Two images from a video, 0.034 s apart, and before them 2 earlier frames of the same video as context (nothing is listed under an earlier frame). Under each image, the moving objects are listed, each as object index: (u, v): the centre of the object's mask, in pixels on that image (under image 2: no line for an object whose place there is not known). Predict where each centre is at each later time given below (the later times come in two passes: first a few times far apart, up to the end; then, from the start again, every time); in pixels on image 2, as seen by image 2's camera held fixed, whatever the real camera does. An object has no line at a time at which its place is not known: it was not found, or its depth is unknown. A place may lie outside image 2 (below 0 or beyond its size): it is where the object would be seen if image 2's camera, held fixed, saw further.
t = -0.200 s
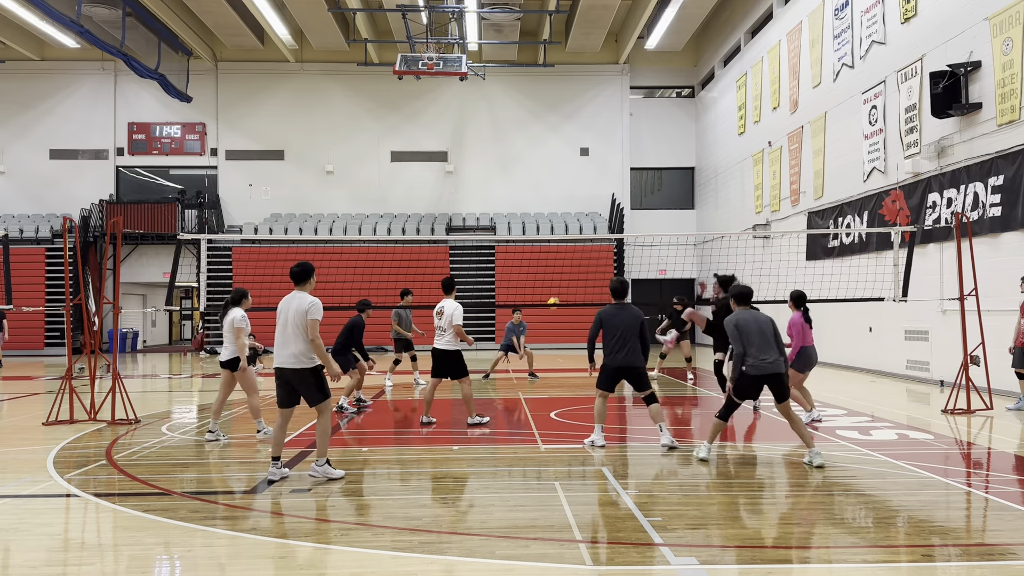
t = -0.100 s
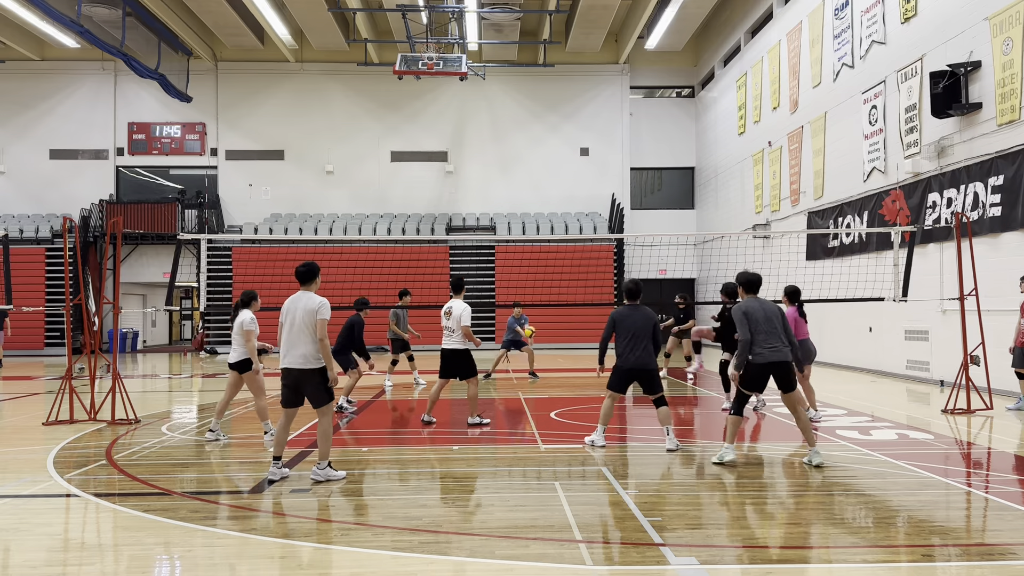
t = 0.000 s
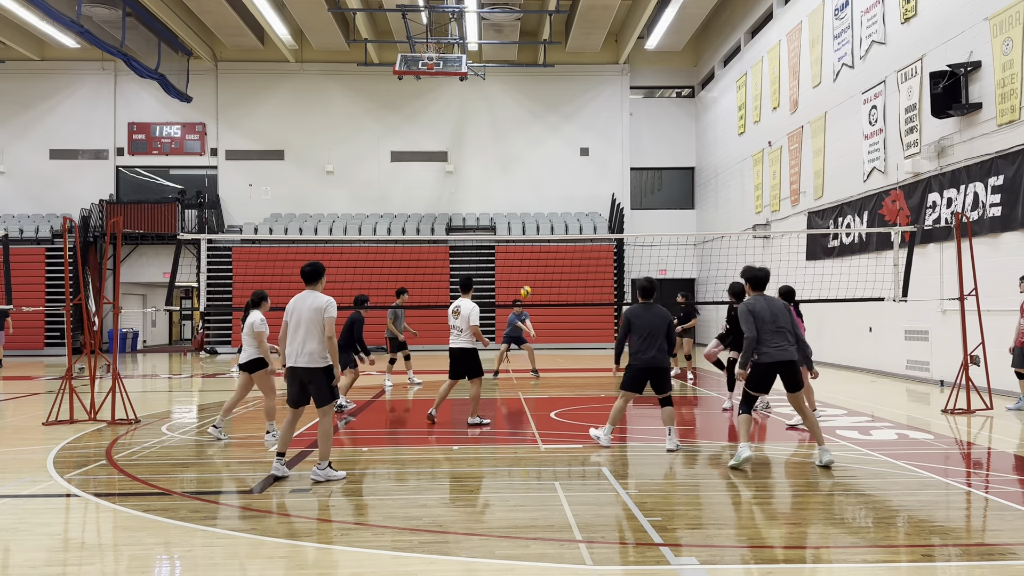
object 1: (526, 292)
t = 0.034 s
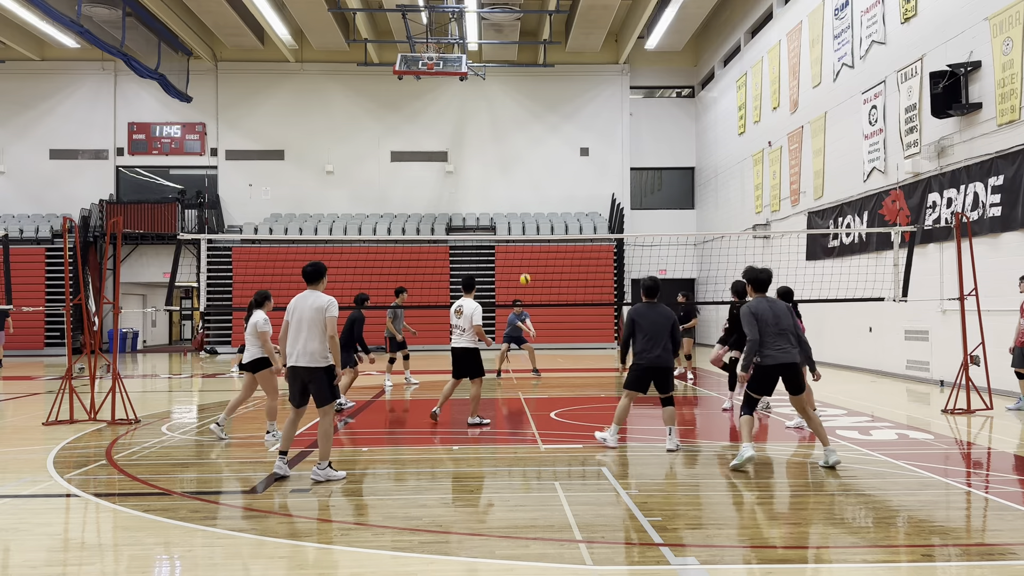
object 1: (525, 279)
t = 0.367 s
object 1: (511, 182)
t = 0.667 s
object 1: (498, 143)
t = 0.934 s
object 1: (486, 145)
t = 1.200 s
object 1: (475, 184)
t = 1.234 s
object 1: (474, 191)
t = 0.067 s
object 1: (523, 267)
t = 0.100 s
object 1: (522, 254)
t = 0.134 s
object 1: (521, 244)
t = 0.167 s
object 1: (520, 232)
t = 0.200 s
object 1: (518, 224)
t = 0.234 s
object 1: (517, 215)
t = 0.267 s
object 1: (515, 206)
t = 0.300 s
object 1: (514, 198)
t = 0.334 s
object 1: (512, 190)
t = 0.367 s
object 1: (511, 182)
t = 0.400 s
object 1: (510, 176)
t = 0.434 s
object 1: (508, 170)
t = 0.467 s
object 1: (507, 164)
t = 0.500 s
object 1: (505, 160)
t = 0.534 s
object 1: (504, 155)
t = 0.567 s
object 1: (503, 151)
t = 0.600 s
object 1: (501, 147)
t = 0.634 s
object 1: (500, 145)
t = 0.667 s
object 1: (498, 143)
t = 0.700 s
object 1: (497, 141)
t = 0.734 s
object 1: (495, 140)
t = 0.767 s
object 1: (494, 139)
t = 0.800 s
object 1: (492, 139)
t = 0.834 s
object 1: (490, 140)
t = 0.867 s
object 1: (489, 141)
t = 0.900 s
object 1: (488, 143)
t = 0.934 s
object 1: (486, 145)
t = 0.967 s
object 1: (485, 148)
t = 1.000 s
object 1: (483, 151)
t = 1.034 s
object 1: (482, 155)
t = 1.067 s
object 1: (481, 160)
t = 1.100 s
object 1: (479, 165)
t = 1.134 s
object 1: (477, 171)
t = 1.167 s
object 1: (476, 177)
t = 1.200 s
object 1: (475, 184)
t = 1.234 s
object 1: (474, 191)
